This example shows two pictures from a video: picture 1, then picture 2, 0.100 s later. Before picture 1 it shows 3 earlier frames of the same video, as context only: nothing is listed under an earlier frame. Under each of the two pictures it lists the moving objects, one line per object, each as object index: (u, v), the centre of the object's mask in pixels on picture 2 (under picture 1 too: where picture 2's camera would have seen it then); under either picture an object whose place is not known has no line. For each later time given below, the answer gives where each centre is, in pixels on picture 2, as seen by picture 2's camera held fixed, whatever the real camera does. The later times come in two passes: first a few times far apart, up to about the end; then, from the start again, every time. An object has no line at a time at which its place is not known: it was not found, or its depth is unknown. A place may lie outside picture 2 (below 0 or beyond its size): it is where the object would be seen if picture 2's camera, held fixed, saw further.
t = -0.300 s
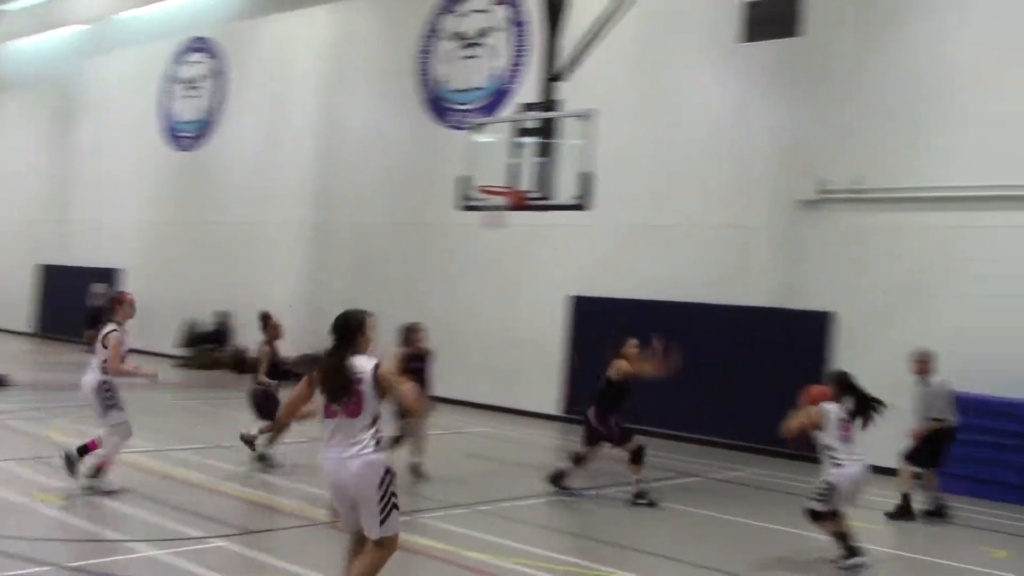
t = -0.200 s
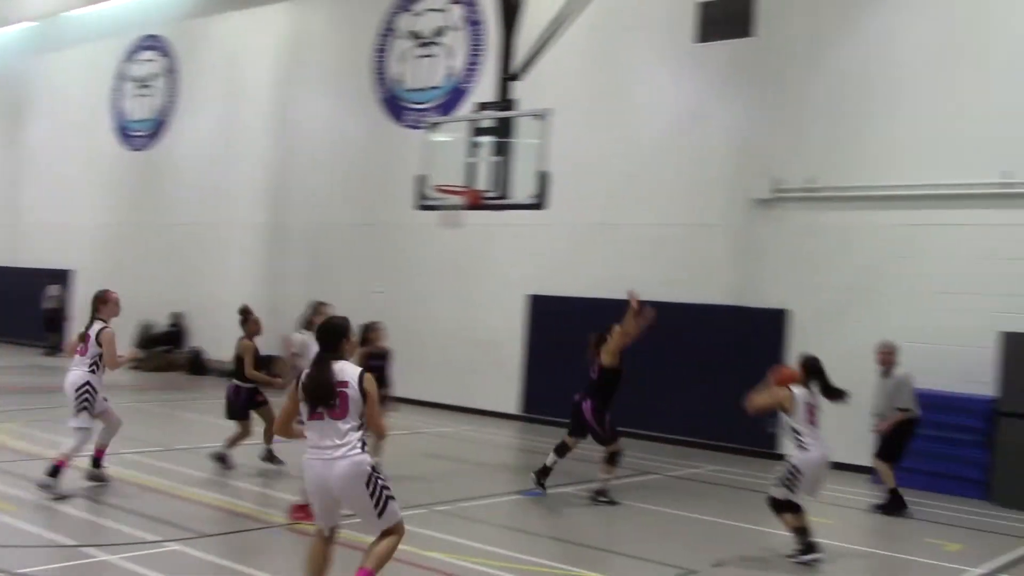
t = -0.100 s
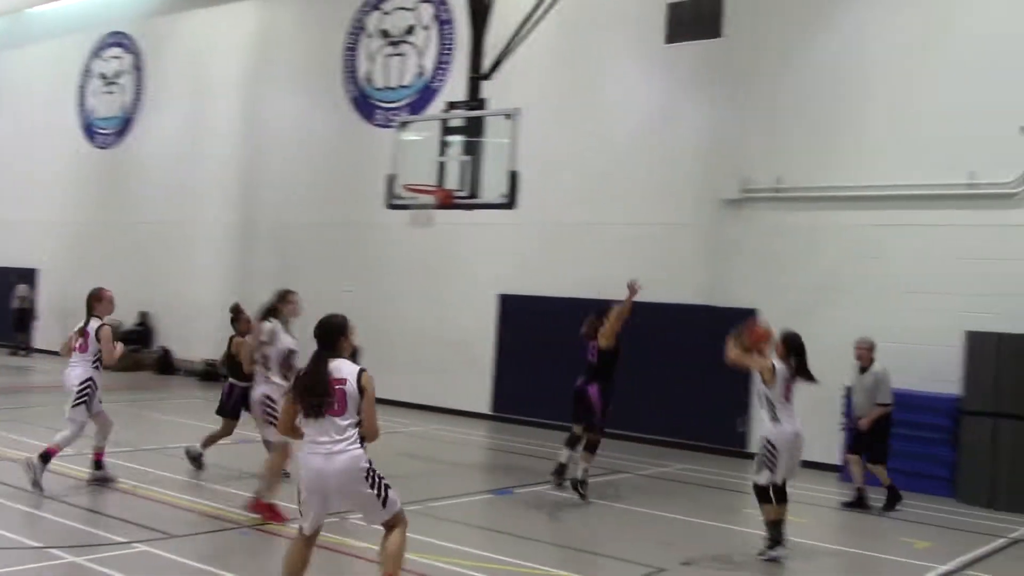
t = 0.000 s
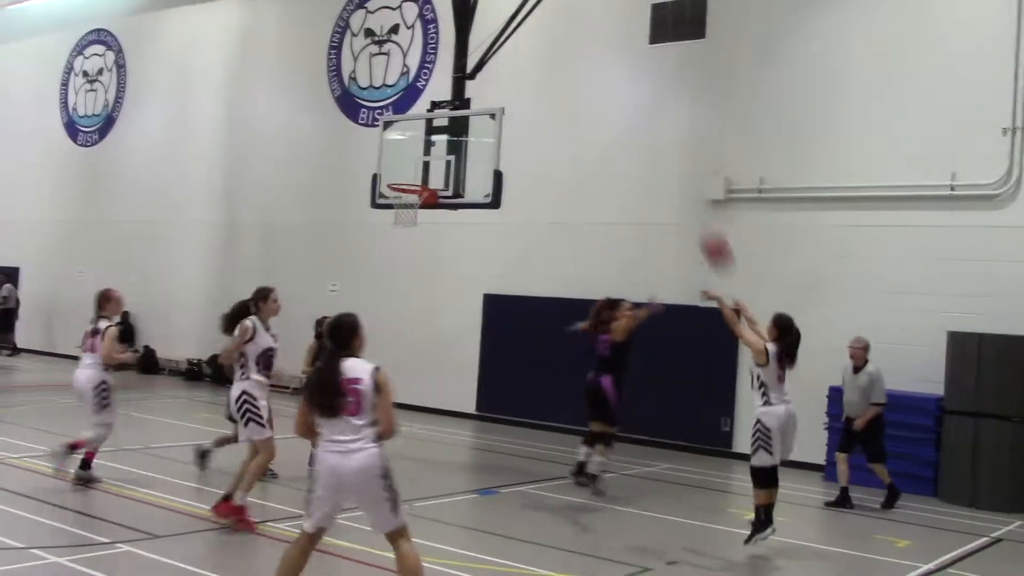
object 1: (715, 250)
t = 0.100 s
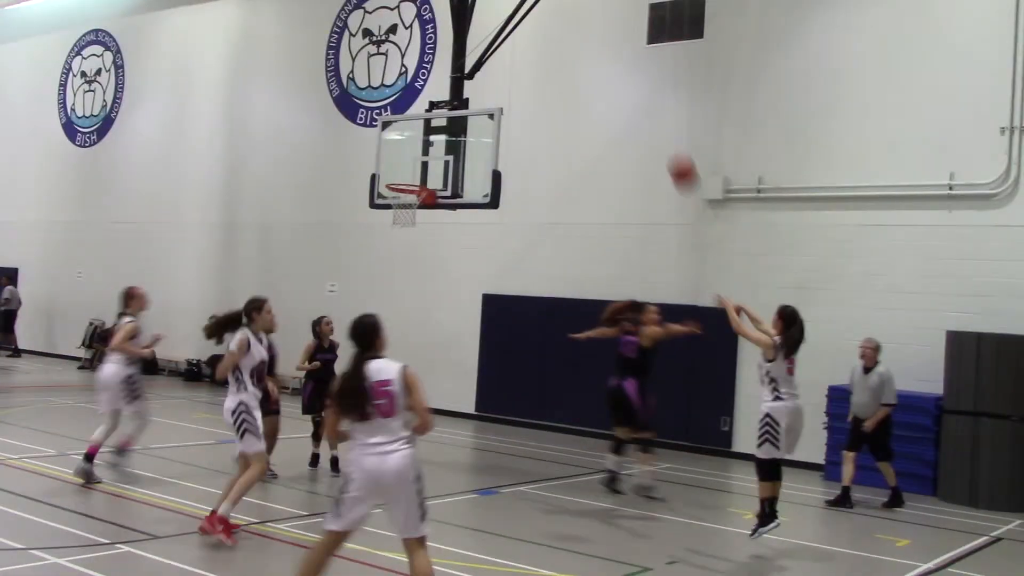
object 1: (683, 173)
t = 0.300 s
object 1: (623, 66)
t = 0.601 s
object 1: (541, 8)
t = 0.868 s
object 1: (479, 36)
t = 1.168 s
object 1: (413, 137)
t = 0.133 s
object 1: (673, 151)
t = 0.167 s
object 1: (662, 130)
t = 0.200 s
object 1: (653, 112)
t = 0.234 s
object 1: (643, 96)
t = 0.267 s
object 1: (633, 80)
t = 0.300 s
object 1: (623, 66)
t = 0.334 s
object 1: (614, 55)
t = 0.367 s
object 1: (604, 44)
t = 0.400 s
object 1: (595, 34)
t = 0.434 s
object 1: (585, 27)
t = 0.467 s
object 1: (576, 20)
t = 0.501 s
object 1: (568, 15)
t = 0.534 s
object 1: (558, 11)
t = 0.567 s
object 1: (550, 9)
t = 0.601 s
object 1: (541, 8)
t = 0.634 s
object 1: (533, 8)
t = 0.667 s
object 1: (525, 8)
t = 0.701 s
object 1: (516, 11)
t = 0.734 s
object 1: (509, 14)
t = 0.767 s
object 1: (502, 17)
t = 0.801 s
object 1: (494, 22)
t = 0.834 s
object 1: (487, 29)
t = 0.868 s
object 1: (479, 36)
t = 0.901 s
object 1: (472, 43)
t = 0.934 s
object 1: (463, 51)
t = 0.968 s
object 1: (456, 61)
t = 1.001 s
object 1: (449, 73)
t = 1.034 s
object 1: (443, 83)
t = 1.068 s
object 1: (435, 96)
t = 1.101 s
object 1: (426, 109)
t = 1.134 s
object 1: (420, 121)
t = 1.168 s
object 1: (413, 137)
